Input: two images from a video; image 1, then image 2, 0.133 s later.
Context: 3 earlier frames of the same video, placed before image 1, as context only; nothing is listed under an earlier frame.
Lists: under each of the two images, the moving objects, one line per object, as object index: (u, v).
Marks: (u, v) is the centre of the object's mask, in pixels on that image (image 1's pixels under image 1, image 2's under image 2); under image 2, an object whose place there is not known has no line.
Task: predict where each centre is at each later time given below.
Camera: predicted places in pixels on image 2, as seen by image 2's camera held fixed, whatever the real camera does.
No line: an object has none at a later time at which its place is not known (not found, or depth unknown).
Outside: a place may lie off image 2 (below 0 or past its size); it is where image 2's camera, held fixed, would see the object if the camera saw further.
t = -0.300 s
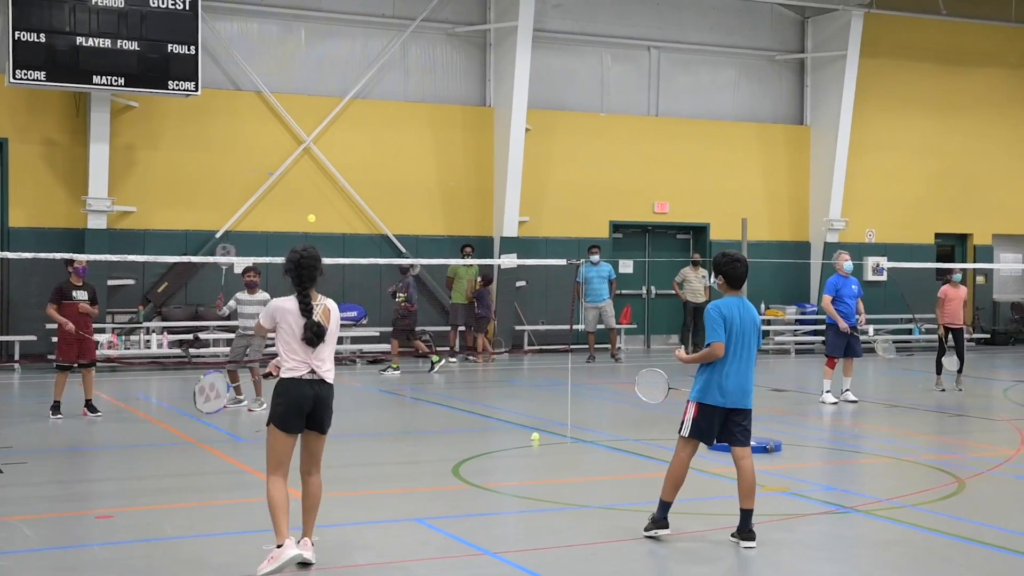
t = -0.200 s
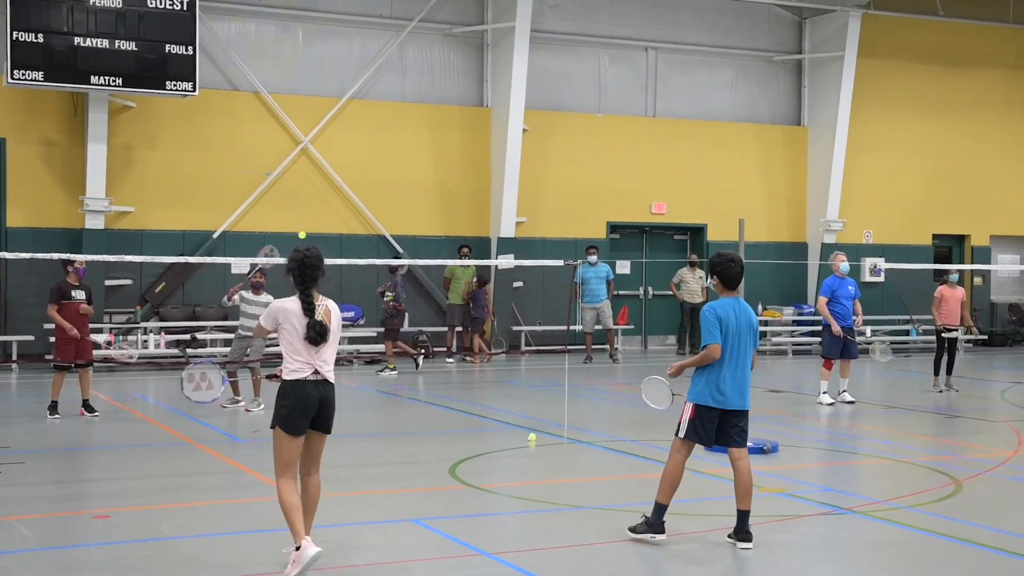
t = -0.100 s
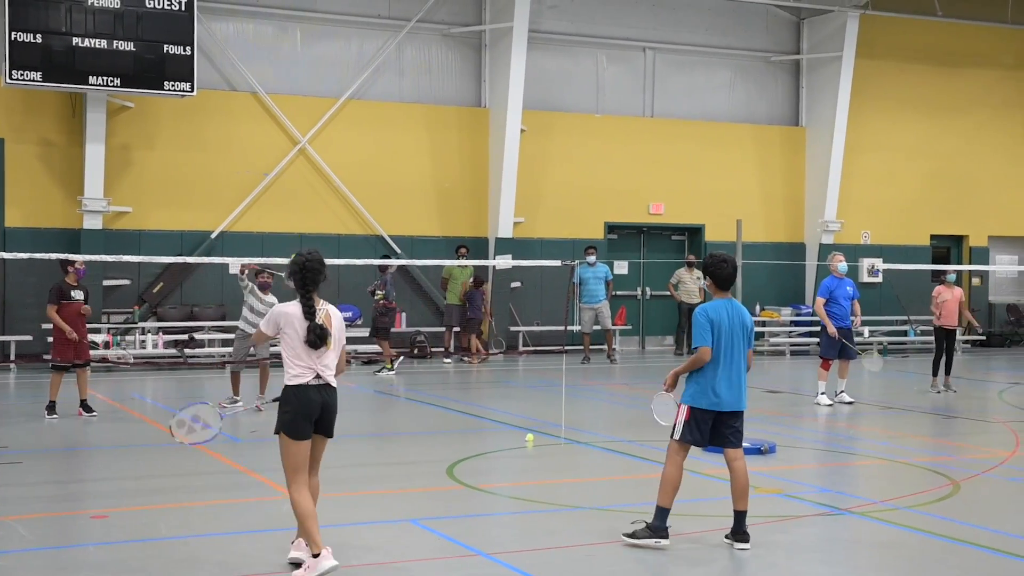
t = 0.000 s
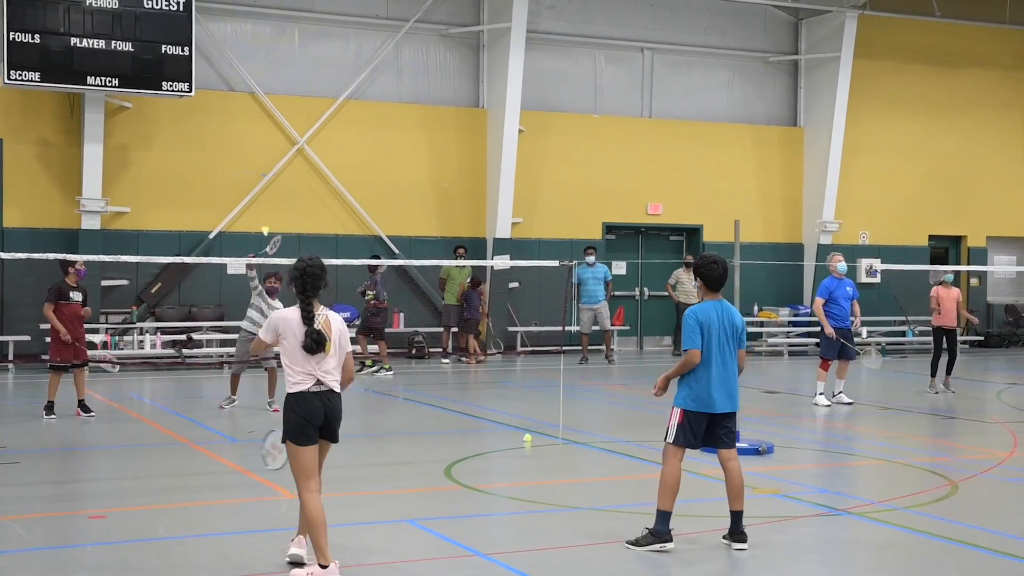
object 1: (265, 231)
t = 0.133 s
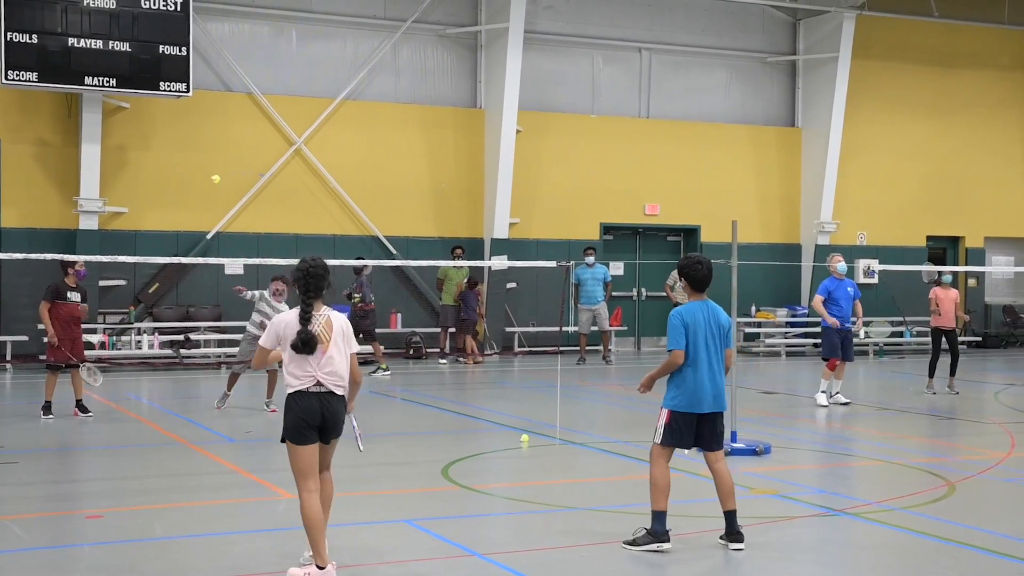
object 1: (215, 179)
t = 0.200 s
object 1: (191, 163)
